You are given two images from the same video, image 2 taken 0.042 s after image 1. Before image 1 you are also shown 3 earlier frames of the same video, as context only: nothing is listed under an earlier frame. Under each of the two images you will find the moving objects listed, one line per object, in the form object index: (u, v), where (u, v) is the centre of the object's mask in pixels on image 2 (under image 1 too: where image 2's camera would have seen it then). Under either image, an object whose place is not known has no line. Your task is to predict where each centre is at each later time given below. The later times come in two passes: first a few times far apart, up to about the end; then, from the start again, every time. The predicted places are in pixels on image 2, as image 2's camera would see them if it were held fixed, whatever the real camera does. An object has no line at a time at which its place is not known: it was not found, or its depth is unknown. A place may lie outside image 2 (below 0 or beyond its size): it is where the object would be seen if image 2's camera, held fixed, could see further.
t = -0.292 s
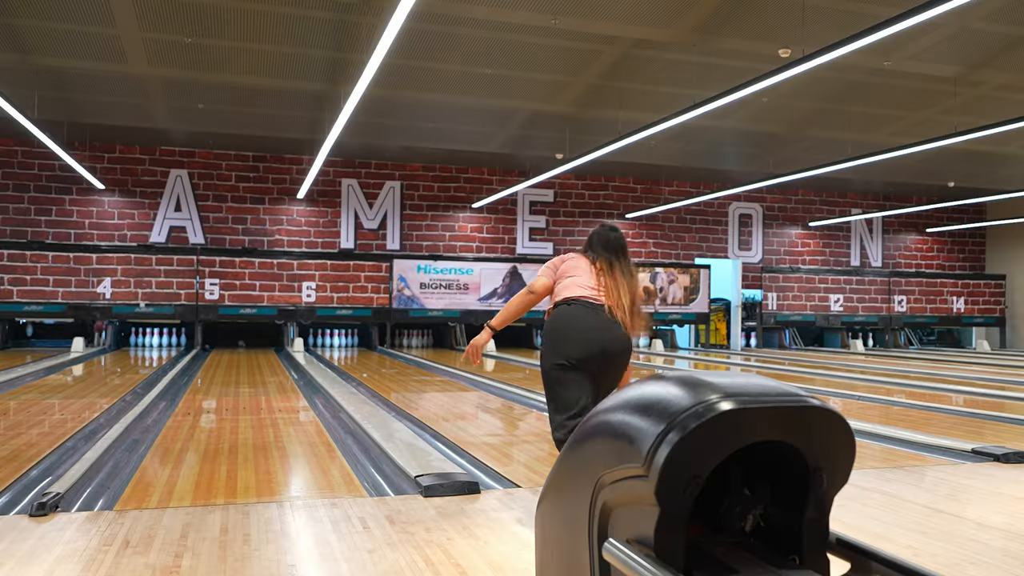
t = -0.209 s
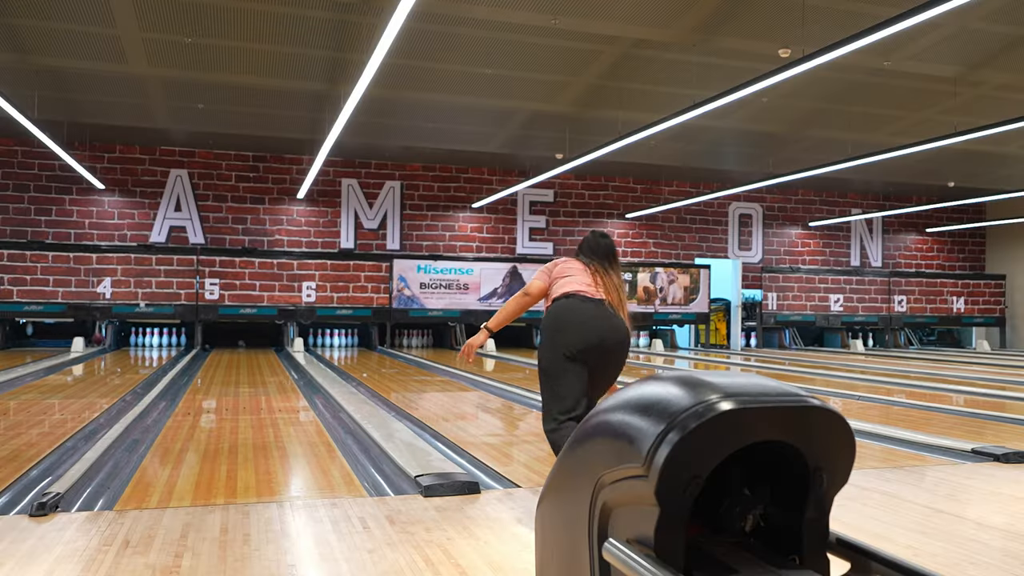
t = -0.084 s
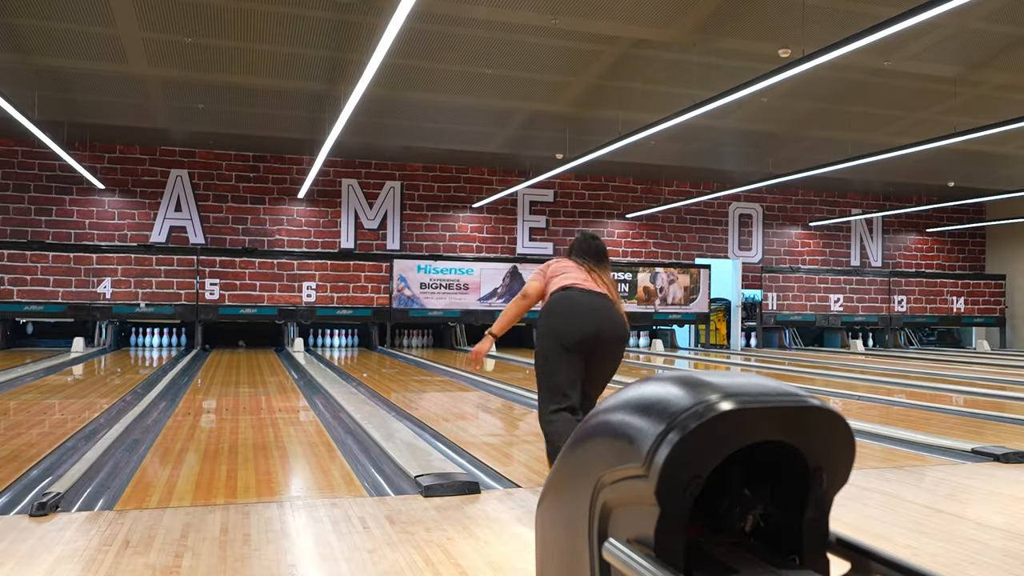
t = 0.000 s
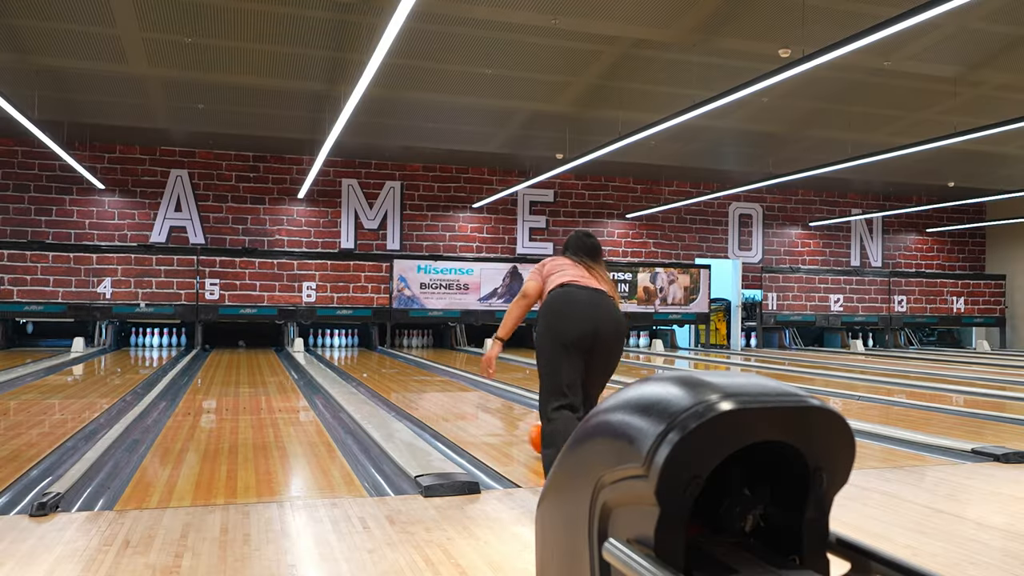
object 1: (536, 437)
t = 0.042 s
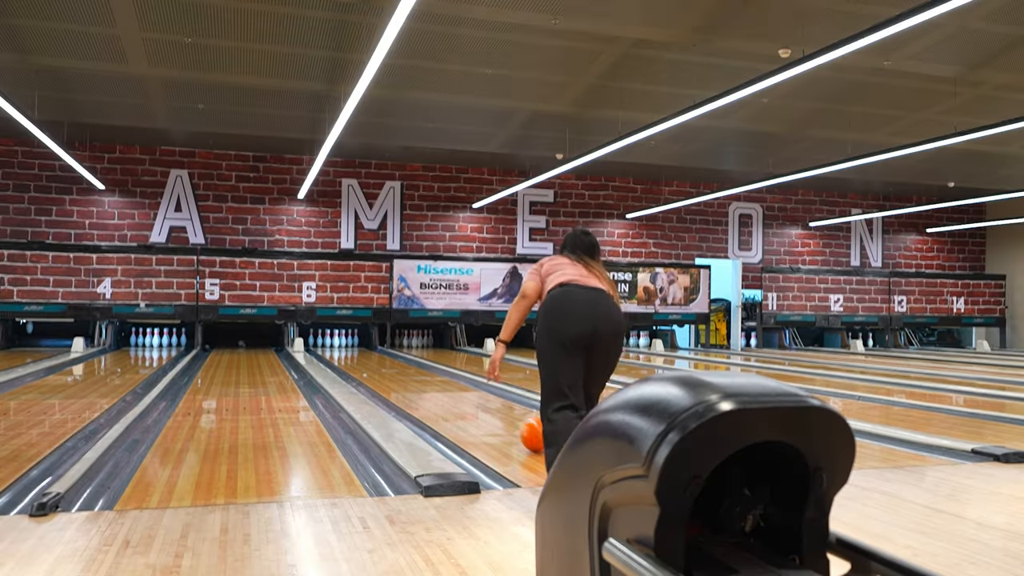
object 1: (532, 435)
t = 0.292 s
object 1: (494, 413)
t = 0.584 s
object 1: (458, 397)
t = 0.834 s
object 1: (435, 386)
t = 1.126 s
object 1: (415, 376)
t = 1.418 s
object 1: (399, 369)
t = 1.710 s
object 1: (386, 363)
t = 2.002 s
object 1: (375, 359)
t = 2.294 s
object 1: (365, 354)
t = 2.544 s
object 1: (360, 352)
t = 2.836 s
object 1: (354, 349)
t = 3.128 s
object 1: (346, 346)
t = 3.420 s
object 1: (342, 344)
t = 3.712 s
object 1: (340, 342)
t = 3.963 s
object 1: (344, 342)
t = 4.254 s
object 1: (348, 342)
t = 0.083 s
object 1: (528, 430)
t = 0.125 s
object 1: (521, 426)
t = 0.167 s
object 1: (513, 423)
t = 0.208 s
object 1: (506, 419)
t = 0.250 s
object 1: (500, 416)
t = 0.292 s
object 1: (494, 413)
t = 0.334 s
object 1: (488, 410)
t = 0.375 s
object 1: (482, 408)
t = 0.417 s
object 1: (477, 405)
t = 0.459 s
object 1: (472, 403)
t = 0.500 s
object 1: (467, 401)
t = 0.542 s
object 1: (462, 398)
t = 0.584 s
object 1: (458, 397)
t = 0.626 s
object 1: (454, 395)
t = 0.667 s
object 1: (450, 393)
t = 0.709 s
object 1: (446, 391)
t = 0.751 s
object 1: (442, 389)
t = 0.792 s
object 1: (439, 387)
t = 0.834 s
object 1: (435, 386)
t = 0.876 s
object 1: (432, 384)
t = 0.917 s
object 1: (429, 383)
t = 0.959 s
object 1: (426, 381)
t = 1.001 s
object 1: (423, 380)
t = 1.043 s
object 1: (420, 379)
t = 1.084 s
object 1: (418, 378)
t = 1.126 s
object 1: (415, 376)
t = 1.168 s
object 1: (412, 375)
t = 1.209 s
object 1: (410, 374)
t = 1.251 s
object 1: (408, 373)
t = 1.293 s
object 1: (406, 372)
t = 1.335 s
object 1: (403, 371)
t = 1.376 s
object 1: (401, 370)
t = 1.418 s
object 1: (399, 369)
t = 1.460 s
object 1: (397, 368)
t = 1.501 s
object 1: (395, 367)
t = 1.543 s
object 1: (393, 366)
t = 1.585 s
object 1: (391, 365)
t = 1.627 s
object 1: (390, 365)
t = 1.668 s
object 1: (388, 364)
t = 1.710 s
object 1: (386, 363)
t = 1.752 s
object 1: (385, 362)
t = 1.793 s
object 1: (383, 362)
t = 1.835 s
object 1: (381, 361)
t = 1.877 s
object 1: (380, 360)
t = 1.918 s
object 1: (378, 360)
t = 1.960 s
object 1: (377, 359)
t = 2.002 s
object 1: (375, 359)
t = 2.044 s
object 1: (374, 358)
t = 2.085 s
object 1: (373, 357)
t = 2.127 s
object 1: (372, 357)
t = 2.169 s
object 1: (371, 356)
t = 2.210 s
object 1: (369, 356)
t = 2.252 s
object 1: (367, 354)
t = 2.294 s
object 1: (365, 354)
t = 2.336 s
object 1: (364, 354)
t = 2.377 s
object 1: (364, 353)
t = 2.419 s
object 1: (363, 353)
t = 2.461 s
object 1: (362, 353)
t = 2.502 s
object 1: (361, 352)
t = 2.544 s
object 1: (360, 352)
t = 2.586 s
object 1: (358, 351)
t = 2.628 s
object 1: (357, 350)
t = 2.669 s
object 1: (357, 350)
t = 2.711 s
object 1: (356, 350)
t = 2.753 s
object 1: (356, 349)
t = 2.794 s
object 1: (355, 349)
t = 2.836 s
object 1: (354, 349)
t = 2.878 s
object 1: (353, 348)
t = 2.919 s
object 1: (352, 348)
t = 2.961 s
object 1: (351, 348)
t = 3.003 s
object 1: (350, 347)
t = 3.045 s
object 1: (348, 346)
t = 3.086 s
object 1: (348, 346)
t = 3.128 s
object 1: (346, 346)
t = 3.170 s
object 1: (346, 346)
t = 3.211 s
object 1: (346, 345)
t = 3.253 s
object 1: (345, 345)
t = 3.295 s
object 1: (343, 345)
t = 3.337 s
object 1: (342, 344)
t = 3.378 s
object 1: (342, 344)
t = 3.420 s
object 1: (342, 344)
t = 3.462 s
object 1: (341, 343)
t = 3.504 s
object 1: (341, 343)
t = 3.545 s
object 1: (340, 343)
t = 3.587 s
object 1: (339, 343)
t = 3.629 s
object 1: (339, 342)
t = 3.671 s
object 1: (339, 342)
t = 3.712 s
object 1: (340, 342)
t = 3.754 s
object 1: (340, 342)
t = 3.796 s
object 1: (340, 342)
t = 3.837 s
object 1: (341, 342)
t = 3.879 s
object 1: (342, 342)
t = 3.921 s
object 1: (343, 342)
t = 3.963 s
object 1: (344, 342)
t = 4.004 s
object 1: (345, 342)
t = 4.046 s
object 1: (345, 342)
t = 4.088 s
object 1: (346, 342)
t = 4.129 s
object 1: (347, 342)
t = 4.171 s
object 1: (347, 342)
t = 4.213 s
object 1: (348, 342)
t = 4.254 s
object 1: (348, 342)
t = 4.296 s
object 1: (348, 342)
